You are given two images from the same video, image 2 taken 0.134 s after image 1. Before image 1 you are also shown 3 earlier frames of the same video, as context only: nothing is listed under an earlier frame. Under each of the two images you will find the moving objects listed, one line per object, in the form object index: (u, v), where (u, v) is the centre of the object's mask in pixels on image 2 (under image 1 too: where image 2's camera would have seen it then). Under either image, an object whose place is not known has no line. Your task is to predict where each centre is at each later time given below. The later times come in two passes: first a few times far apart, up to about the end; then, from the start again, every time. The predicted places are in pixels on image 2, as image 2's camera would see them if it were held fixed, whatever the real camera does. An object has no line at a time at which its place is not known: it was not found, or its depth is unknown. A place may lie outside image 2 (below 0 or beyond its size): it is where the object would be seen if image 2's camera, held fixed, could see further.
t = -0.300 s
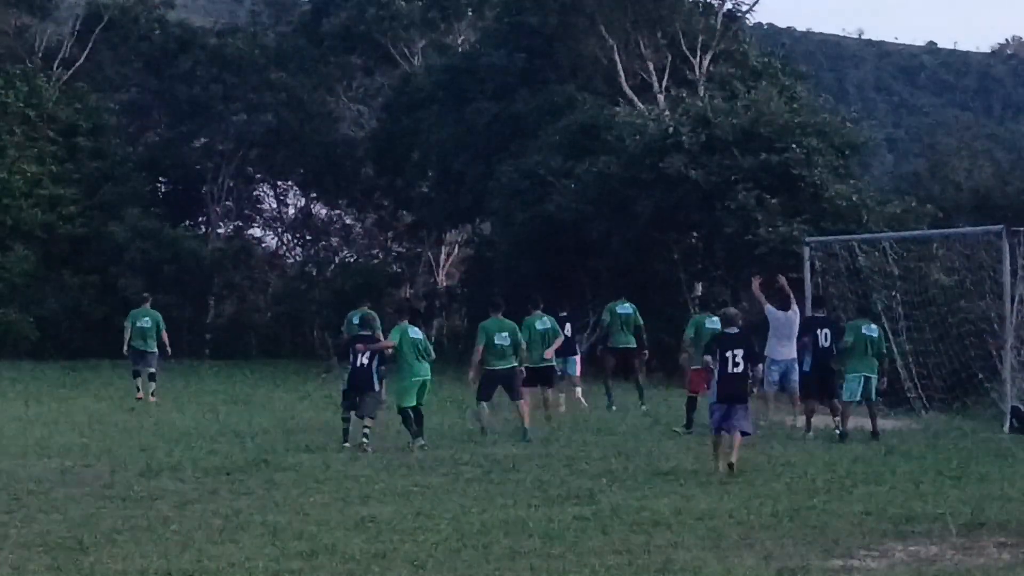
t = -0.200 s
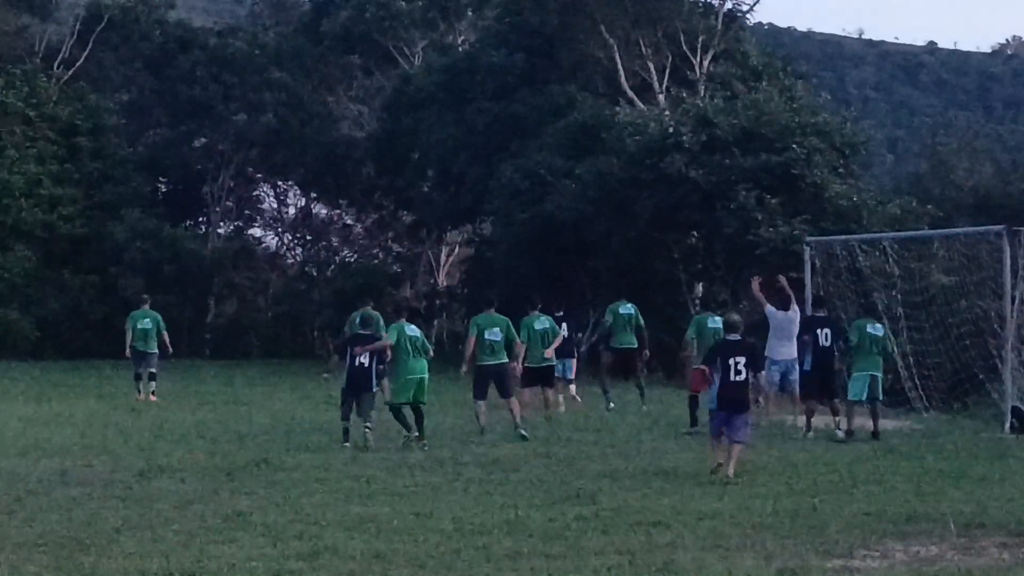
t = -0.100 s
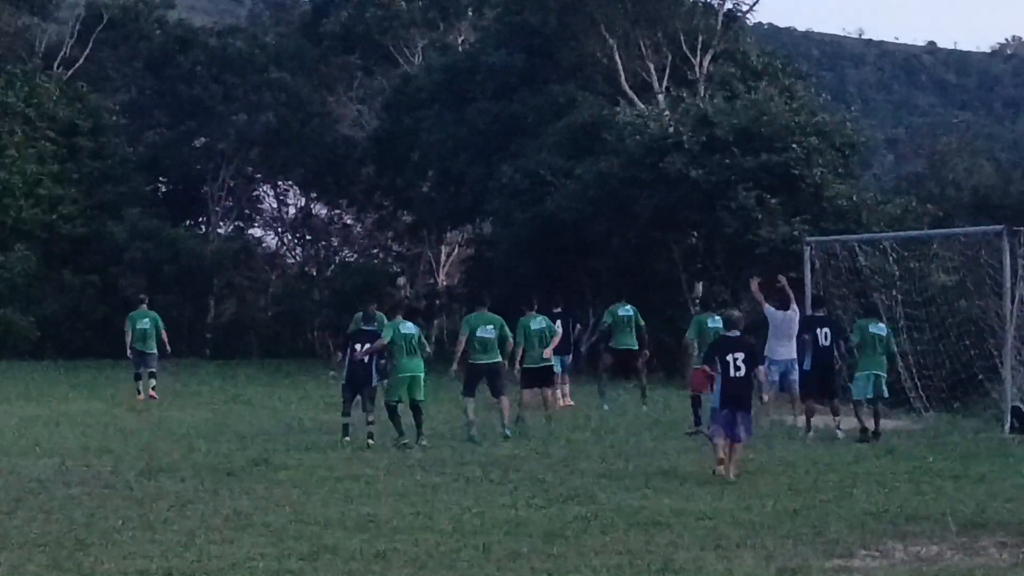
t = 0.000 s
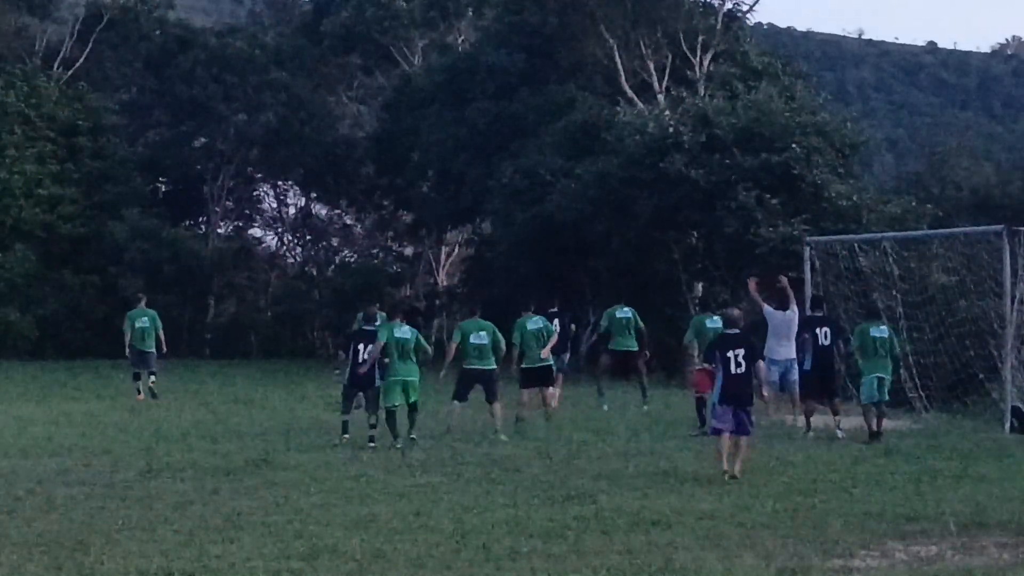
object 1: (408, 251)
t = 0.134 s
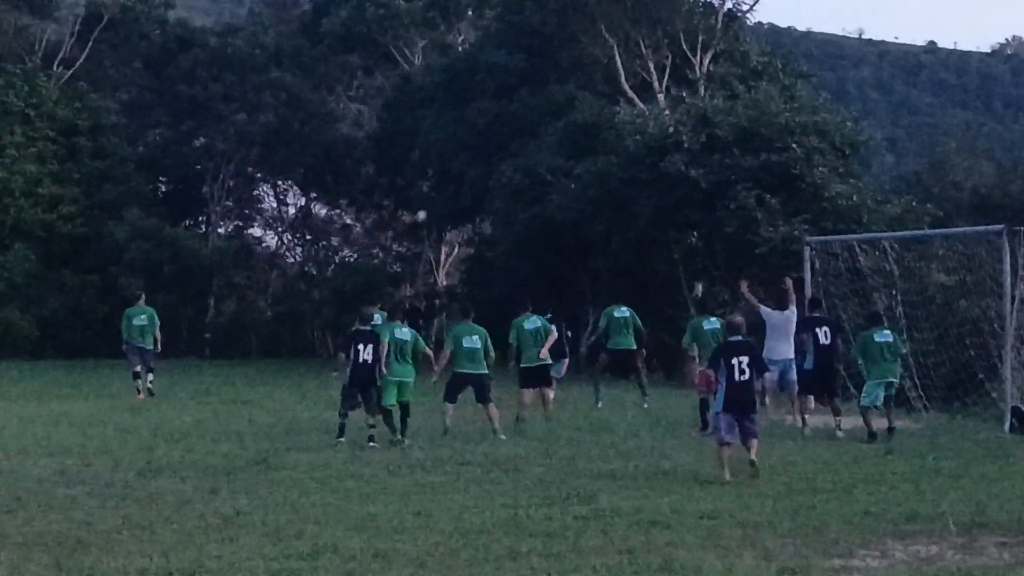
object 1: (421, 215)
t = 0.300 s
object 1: (442, 182)
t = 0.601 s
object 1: (491, 149)
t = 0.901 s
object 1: (556, 164)
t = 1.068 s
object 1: (598, 198)
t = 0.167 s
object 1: (425, 208)
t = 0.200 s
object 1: (429, 201)
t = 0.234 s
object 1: (433, 194)
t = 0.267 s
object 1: (437, 187)
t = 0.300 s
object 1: (442, 182)
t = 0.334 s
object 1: (447, 176)
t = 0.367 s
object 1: (451, 171)
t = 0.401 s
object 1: (457, 166)
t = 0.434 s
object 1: (462, 161)
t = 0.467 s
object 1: (467, 158)
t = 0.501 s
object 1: (473, 155)
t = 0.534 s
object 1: (479, 152)
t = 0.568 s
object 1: (485, 150)
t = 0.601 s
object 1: (491, 149)
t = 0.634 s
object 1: (498, 148)
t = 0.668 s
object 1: (504, 148)
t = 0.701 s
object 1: (511, 148)
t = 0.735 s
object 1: (518, 149)
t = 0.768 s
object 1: (525, 151)
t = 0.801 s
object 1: (532, 153)
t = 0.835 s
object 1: (540, 156)
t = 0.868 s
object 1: (547, 160)
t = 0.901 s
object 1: (556, 164)
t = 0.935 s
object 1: (563, 170)
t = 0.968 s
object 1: (572, 176)
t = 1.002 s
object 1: (580, 182)
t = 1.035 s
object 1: (589, 190)
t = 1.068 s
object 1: (598, 198)
